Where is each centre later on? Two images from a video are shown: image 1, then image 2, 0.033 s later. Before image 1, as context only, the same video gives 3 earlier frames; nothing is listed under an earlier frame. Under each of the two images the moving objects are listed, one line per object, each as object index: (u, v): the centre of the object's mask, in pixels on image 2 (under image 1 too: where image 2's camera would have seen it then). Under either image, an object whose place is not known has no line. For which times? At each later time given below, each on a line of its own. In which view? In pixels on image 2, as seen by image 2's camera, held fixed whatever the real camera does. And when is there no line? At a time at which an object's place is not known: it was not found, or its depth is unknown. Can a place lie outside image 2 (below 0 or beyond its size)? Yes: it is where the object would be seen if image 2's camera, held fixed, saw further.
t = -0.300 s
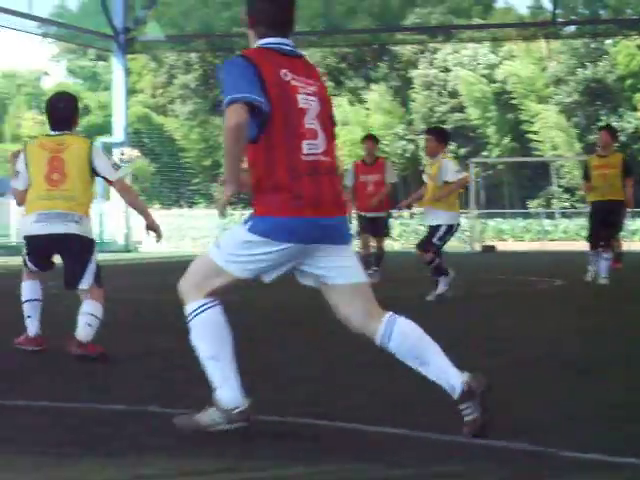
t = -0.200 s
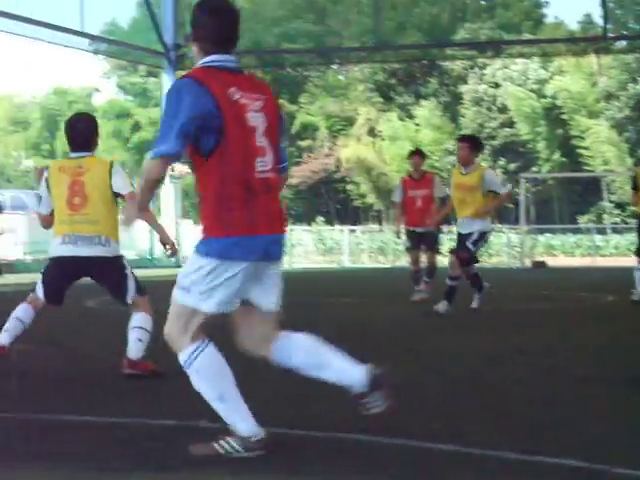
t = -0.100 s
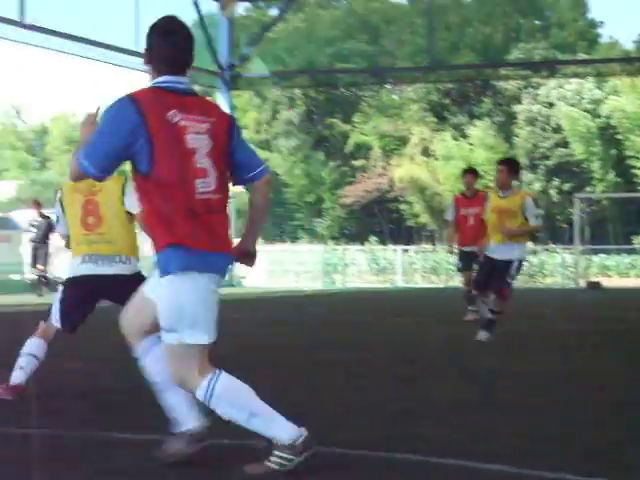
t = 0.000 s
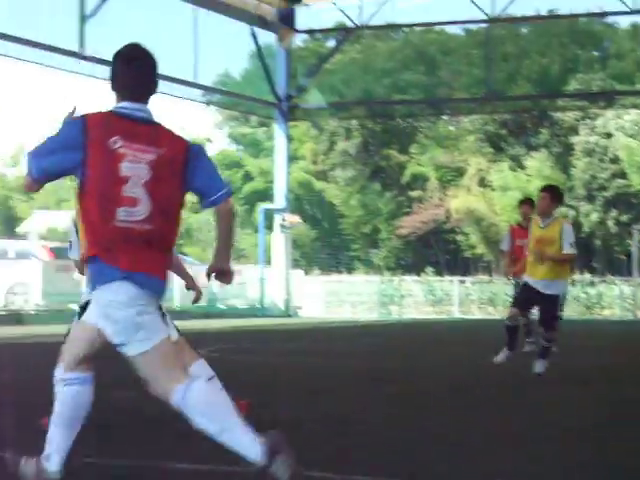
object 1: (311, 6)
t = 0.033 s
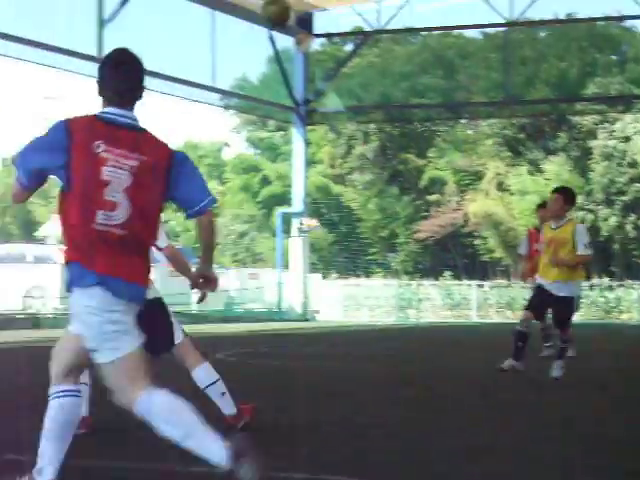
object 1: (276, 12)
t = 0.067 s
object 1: (241, 29)
